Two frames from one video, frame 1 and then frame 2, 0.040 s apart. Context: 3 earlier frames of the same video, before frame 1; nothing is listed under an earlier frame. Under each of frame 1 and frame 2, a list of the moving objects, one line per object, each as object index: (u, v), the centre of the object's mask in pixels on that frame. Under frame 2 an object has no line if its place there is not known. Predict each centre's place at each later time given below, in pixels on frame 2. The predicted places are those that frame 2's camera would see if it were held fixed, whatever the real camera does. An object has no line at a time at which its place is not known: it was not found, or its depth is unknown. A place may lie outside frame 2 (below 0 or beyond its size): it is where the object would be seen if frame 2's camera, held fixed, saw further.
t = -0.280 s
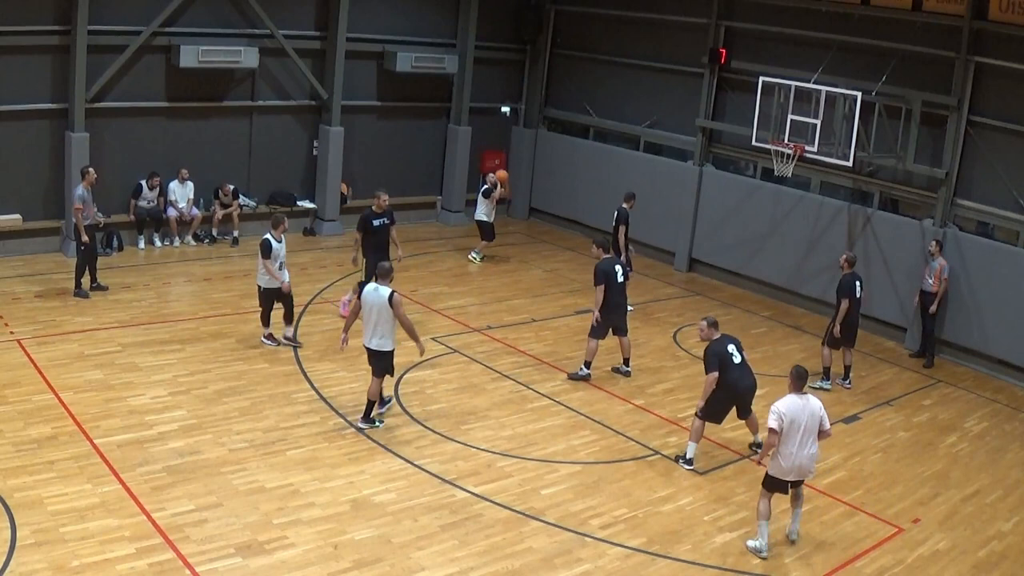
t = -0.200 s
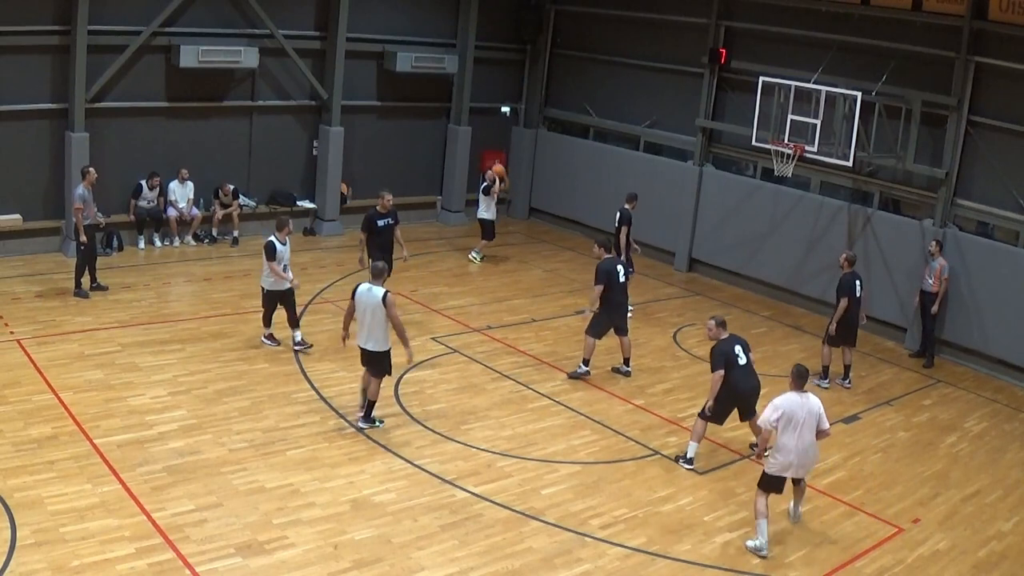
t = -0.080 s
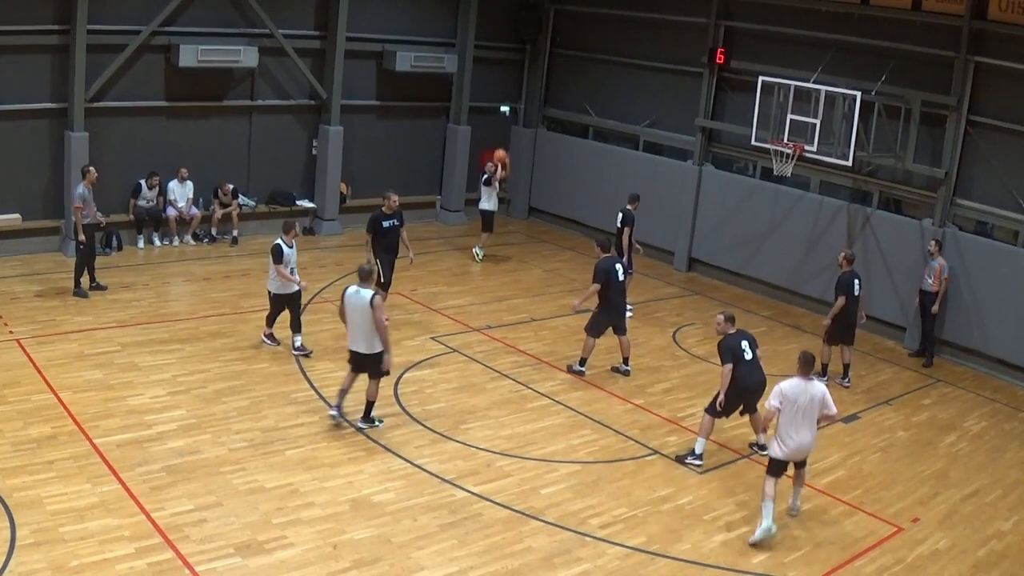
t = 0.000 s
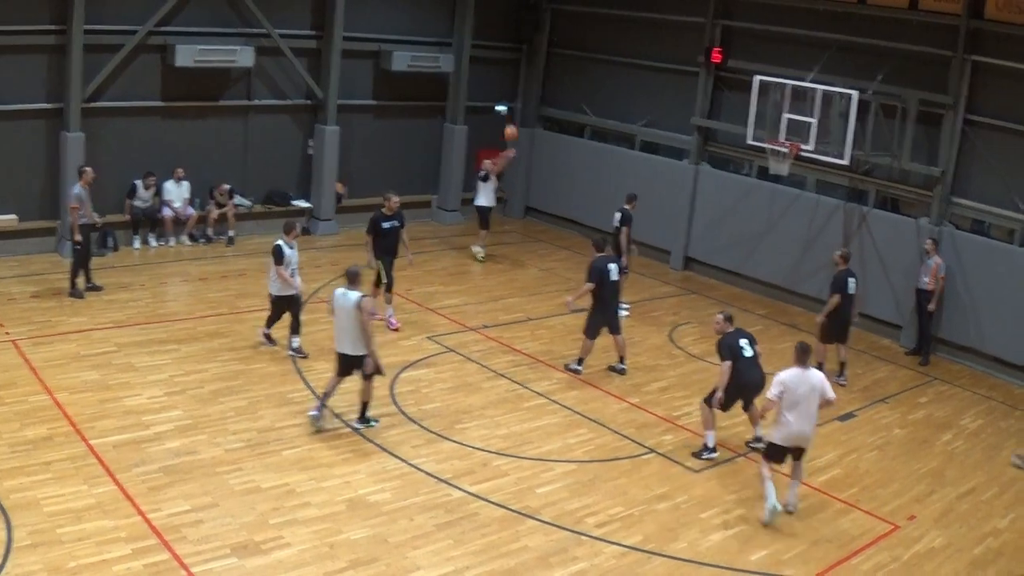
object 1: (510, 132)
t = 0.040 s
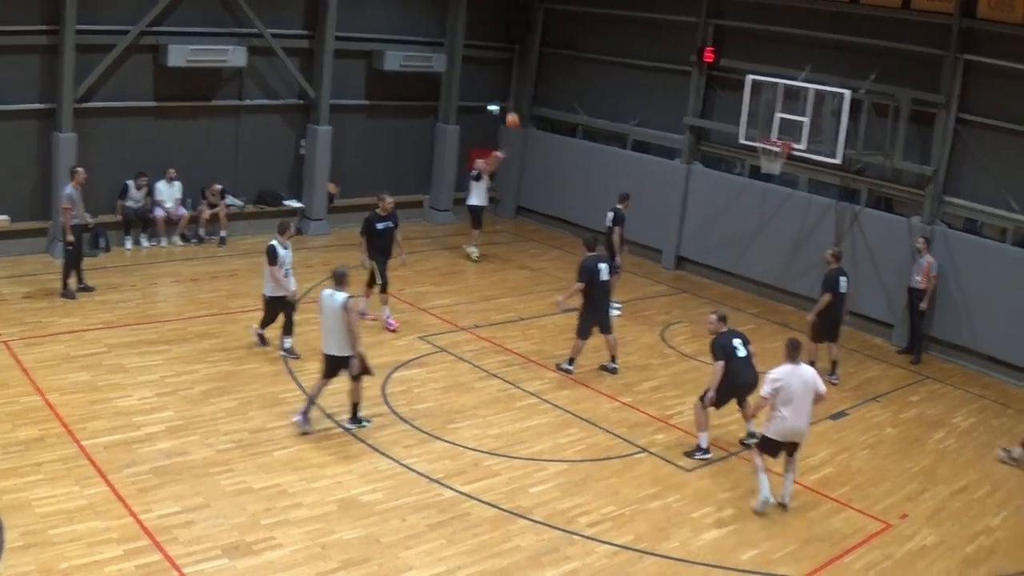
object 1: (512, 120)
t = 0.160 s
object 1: (533, 88)
